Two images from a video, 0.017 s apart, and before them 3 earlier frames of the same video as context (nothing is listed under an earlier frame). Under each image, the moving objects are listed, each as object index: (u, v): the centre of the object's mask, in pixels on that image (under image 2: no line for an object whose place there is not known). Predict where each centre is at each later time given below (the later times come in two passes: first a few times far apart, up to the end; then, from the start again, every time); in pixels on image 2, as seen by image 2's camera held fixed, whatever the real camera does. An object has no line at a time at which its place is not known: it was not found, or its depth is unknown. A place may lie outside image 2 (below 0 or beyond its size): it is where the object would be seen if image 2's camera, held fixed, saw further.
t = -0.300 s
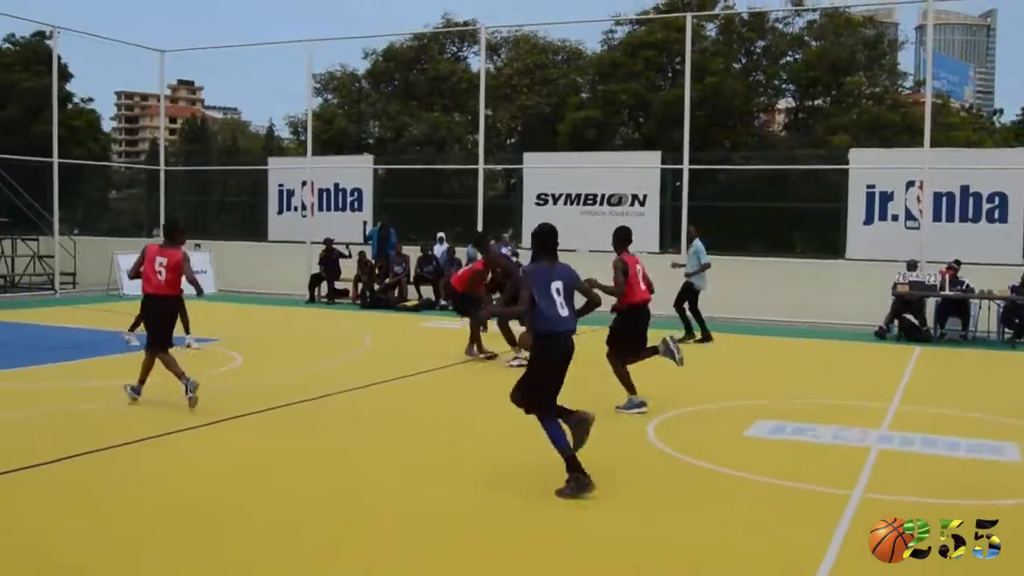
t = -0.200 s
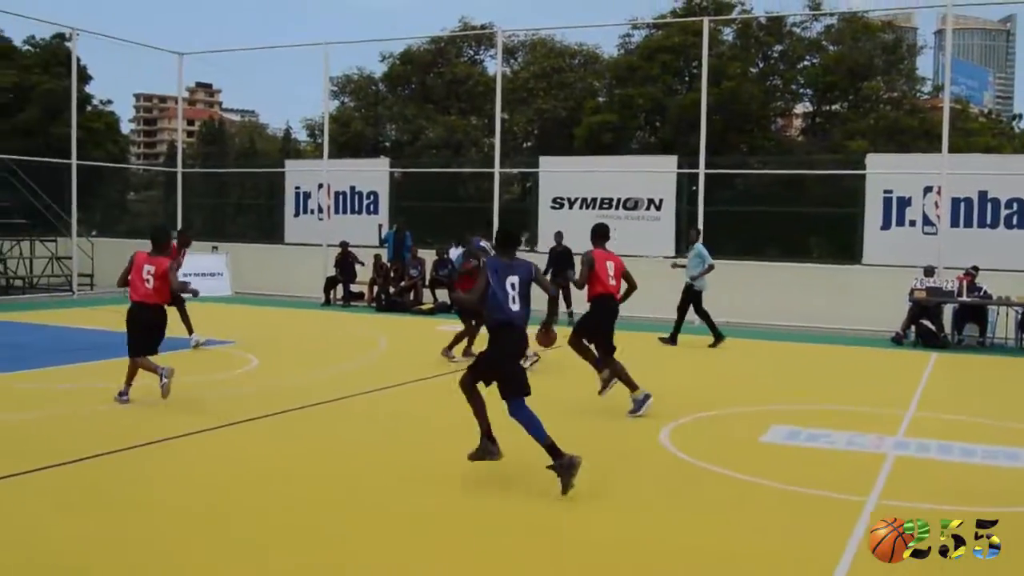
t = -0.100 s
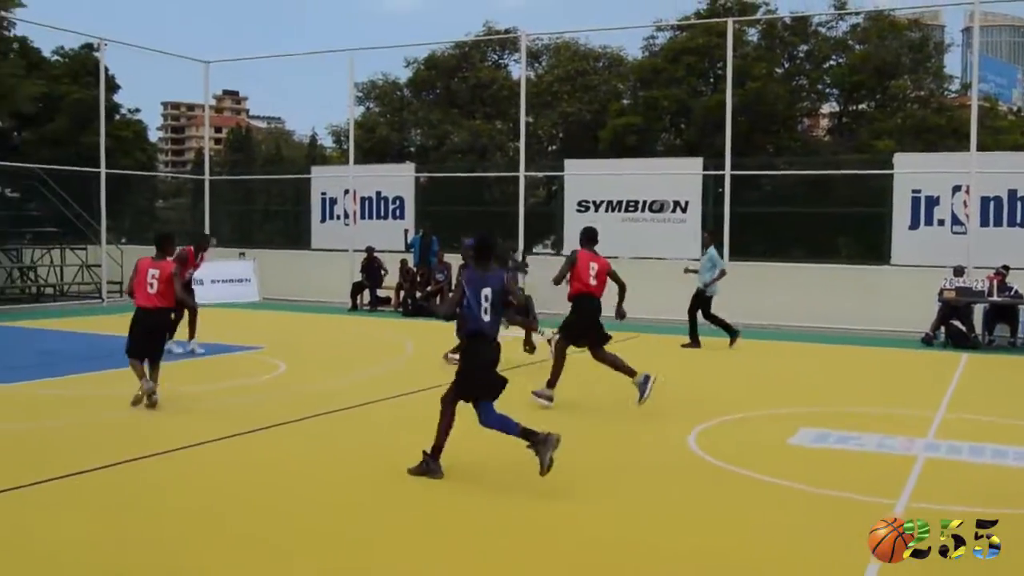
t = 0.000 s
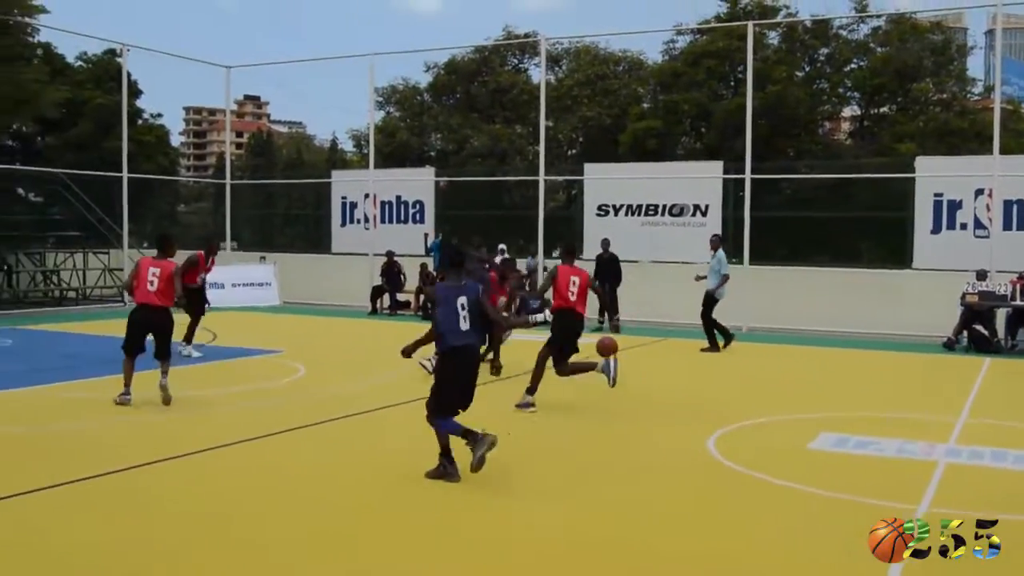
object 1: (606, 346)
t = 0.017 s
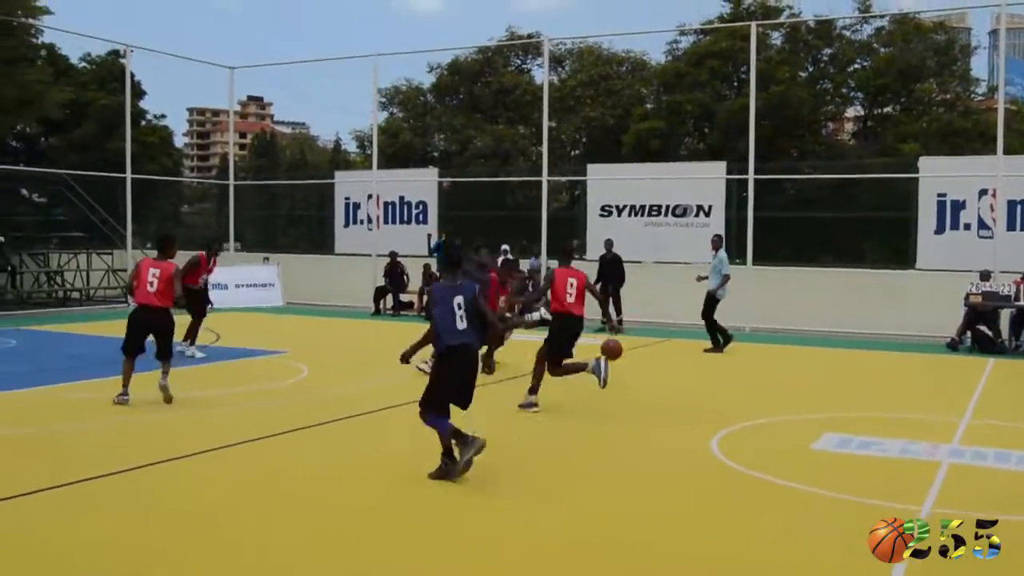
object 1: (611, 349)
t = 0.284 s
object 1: (631, 362)
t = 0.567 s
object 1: (649, 372)
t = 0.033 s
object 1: (613, 351)
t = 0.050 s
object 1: (613, 354)
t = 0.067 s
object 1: (615, 356)
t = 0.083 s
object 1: (616, 359)
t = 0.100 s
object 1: (618, 362)
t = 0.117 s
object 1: (619, 366)
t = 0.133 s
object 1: (620, 370)
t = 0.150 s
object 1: (622, 374)
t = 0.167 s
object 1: (623, 378)
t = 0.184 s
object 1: (624, 377)
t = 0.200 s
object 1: (625, 373)
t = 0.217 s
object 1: (626, 371)
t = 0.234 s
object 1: (628, 368)
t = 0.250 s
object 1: (629, 366)
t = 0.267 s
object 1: (630, 364)
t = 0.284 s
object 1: (631, 362)
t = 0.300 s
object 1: (632, 360)
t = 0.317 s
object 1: (633, 359)
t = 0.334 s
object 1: (634, 358)
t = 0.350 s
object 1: (635, 358)
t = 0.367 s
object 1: (636, 357)
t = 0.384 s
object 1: (637, 357)
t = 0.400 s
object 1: (638, 357)
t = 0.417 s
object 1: (639, 357)
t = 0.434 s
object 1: (641, 358)
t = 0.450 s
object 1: (642, 359)
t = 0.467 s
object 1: (643, 359)
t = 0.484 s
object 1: (644, 361)
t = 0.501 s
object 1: (645, 363)
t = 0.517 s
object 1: (646, 364)
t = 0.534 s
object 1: (647, 367)
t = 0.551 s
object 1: (648, 369)
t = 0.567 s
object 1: (649, 372)
